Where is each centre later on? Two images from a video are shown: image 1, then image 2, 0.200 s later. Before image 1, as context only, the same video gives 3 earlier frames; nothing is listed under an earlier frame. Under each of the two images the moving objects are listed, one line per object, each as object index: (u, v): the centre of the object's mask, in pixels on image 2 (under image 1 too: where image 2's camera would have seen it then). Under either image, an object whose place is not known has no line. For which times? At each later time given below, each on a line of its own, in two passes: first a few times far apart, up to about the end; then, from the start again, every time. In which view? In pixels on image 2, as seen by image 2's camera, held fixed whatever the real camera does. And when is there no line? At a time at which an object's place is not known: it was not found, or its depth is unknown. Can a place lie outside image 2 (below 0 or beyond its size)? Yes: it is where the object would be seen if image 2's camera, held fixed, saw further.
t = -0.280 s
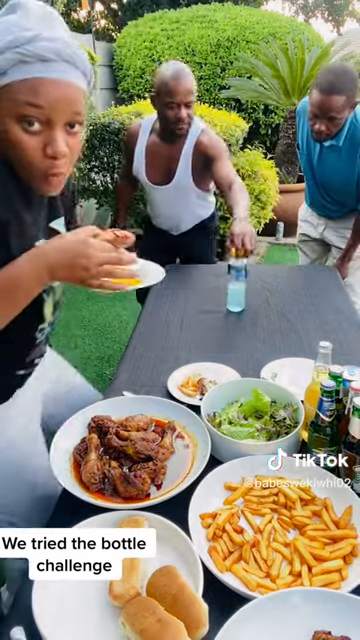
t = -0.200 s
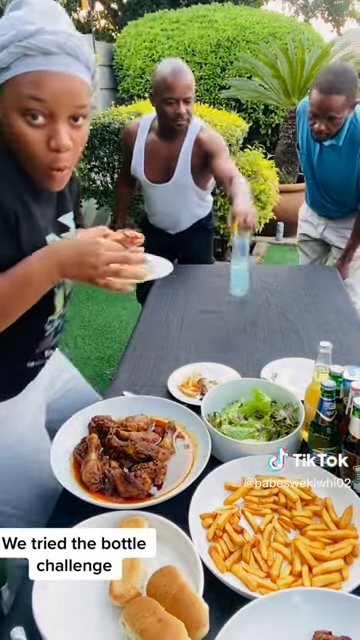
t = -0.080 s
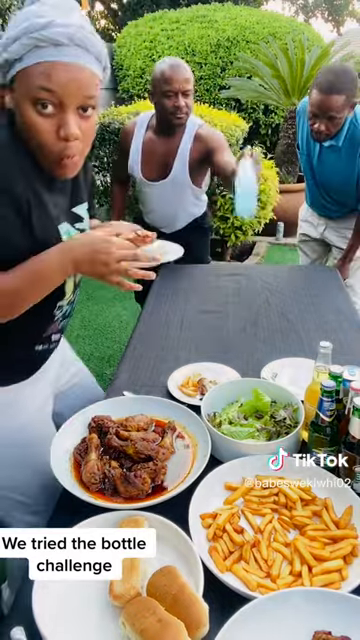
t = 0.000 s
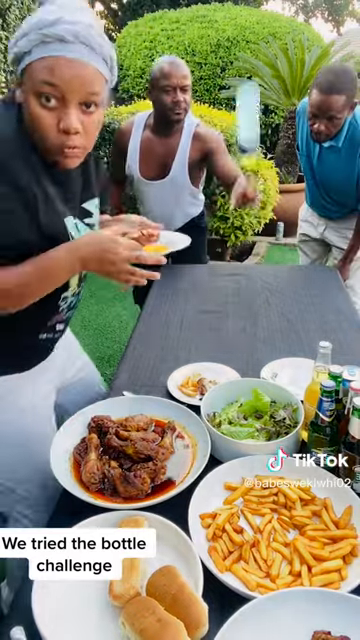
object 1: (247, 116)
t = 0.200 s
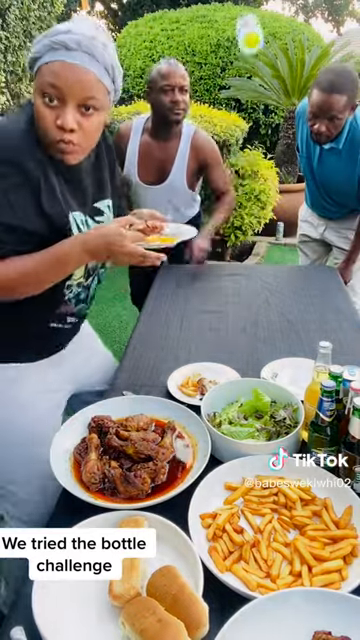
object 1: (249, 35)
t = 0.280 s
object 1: (247, 47)
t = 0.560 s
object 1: (234, 259)
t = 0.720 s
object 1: (230, 294)
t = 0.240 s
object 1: (248, 37)
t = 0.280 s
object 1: (247, 47)
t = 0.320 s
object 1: (245, 64)
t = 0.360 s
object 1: (244, 85)
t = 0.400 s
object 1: (242, 112)
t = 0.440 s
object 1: (240, 144)
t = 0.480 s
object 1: (239, 181)
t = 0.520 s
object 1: (236, 219)
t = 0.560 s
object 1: (234, 259)
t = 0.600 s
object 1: (233, 286)
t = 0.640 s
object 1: (232, 288)
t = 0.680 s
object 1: (231, 296)
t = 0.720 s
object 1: (230, 294)
